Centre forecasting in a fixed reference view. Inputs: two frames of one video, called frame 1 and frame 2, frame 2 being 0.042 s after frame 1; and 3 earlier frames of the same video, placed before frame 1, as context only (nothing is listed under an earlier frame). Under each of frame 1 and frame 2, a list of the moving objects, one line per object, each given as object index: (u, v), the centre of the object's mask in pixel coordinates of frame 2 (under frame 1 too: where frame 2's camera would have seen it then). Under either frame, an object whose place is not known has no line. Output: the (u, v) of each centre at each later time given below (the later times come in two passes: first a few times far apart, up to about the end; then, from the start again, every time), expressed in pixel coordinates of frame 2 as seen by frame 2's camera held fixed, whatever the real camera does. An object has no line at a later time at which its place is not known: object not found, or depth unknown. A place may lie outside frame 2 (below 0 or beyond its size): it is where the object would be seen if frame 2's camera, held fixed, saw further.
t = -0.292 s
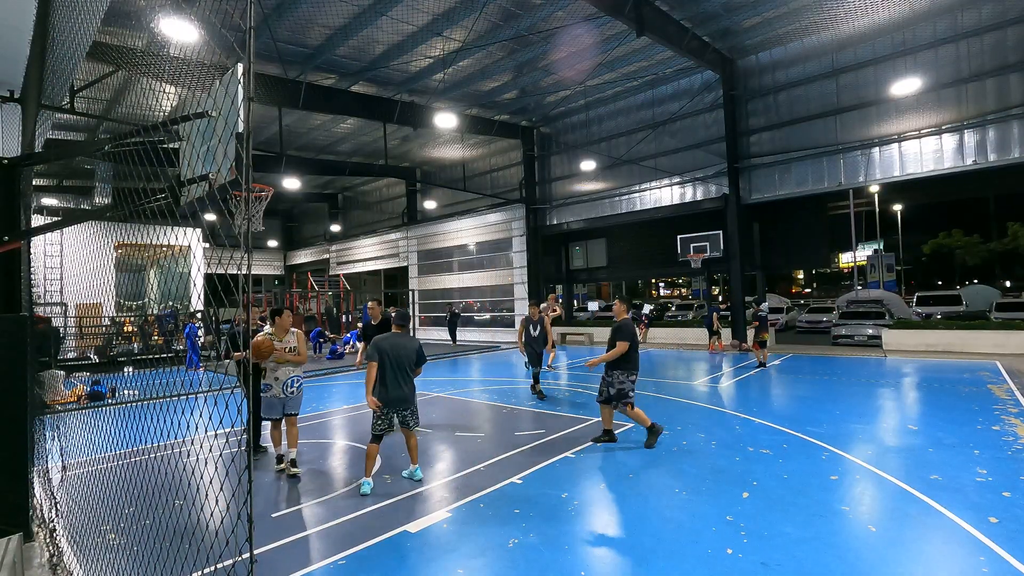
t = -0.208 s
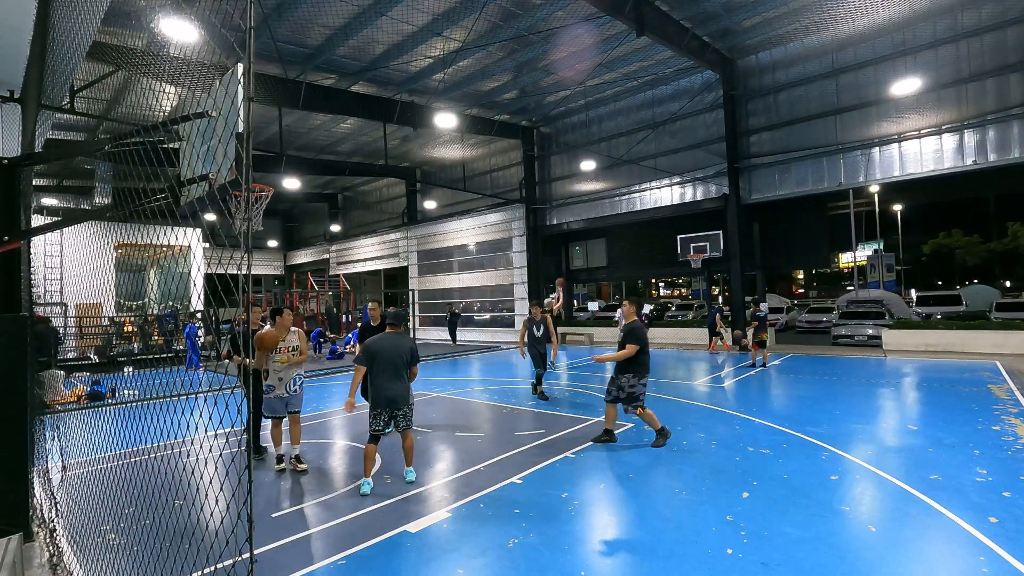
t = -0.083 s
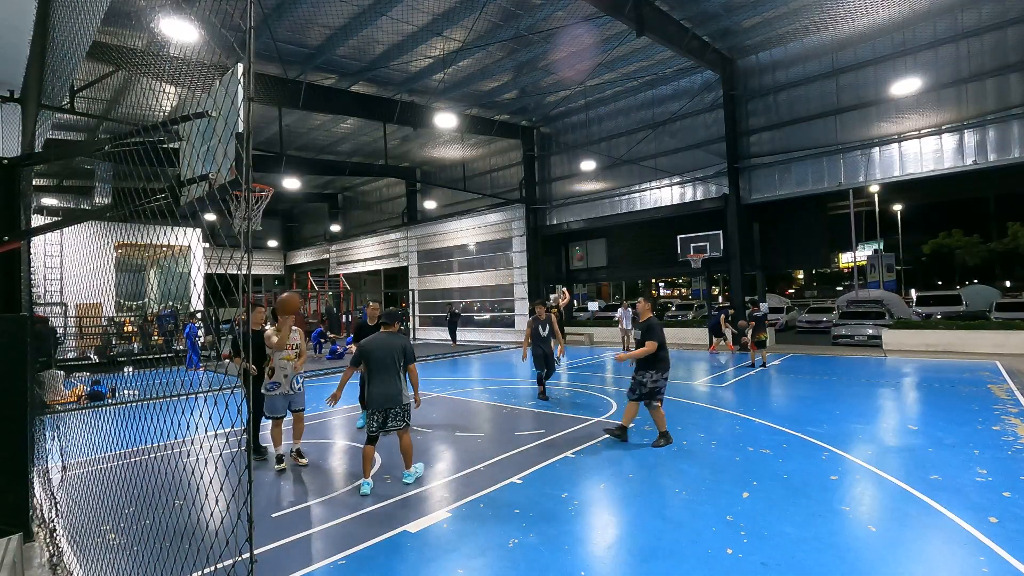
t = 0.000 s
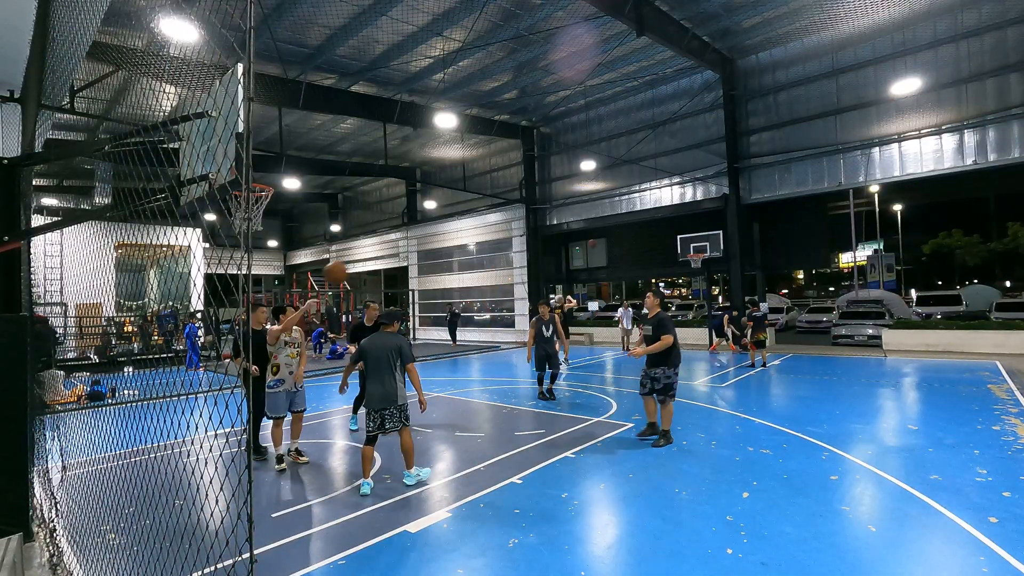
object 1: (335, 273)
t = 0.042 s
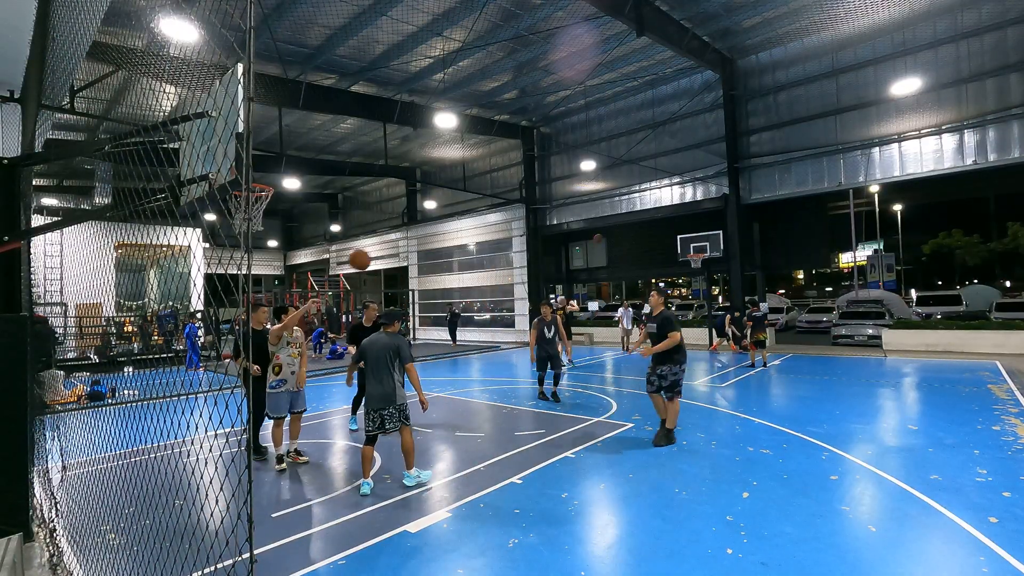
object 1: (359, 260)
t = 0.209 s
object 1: (451, 224)
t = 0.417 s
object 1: (557, 216)
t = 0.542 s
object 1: (618, 229)
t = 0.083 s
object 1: (384, 248)
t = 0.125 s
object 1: (407, 238)
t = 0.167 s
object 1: (429, 230)
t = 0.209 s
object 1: (451, 224)
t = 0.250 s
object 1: (473, 219)
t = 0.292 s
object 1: (495, 216)
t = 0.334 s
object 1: (516, 215)
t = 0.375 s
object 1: (537, 215)
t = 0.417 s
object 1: (557, 216)
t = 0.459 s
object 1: (578, 219)
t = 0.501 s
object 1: (599, 224)
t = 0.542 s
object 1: (618, 229)
